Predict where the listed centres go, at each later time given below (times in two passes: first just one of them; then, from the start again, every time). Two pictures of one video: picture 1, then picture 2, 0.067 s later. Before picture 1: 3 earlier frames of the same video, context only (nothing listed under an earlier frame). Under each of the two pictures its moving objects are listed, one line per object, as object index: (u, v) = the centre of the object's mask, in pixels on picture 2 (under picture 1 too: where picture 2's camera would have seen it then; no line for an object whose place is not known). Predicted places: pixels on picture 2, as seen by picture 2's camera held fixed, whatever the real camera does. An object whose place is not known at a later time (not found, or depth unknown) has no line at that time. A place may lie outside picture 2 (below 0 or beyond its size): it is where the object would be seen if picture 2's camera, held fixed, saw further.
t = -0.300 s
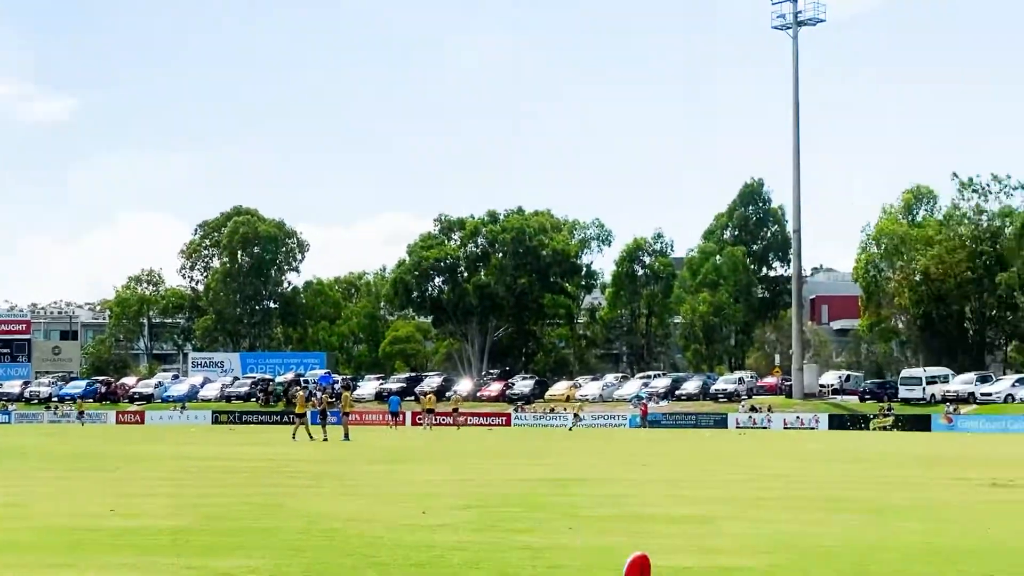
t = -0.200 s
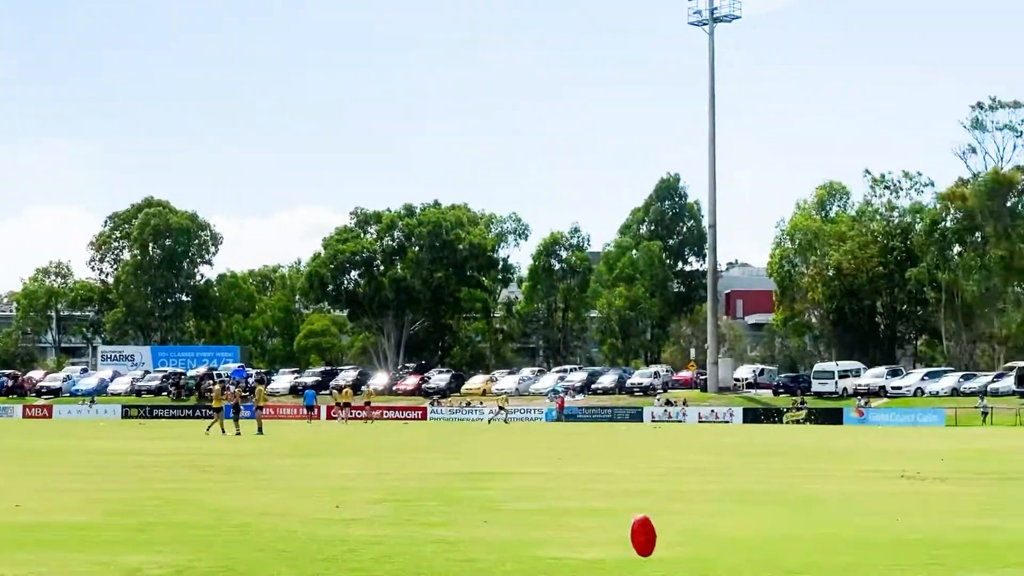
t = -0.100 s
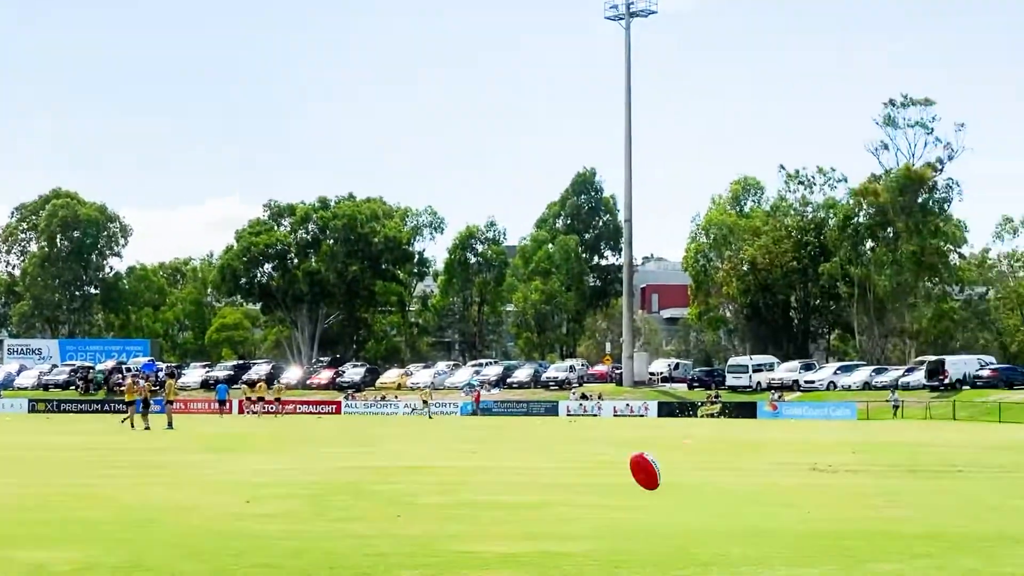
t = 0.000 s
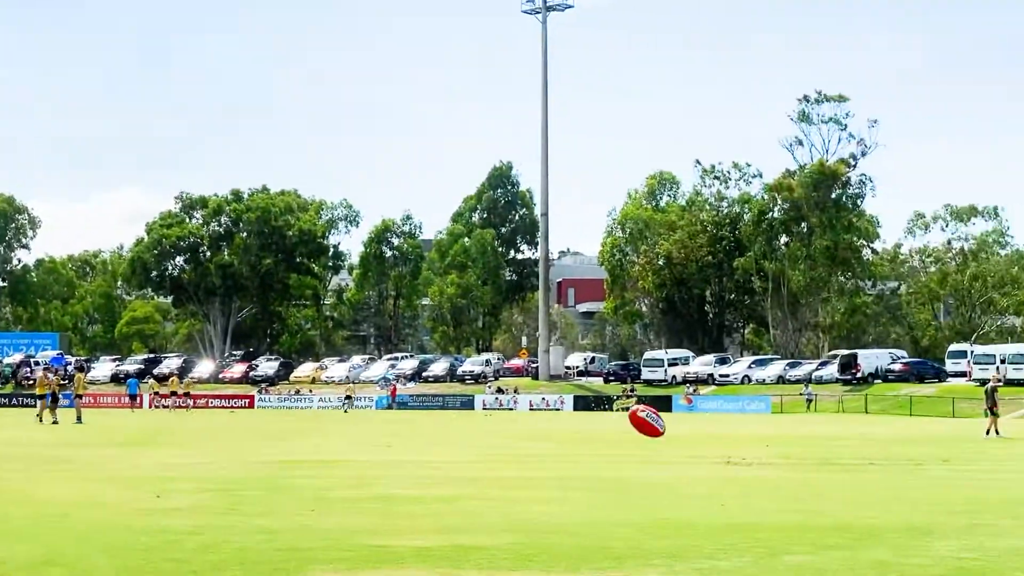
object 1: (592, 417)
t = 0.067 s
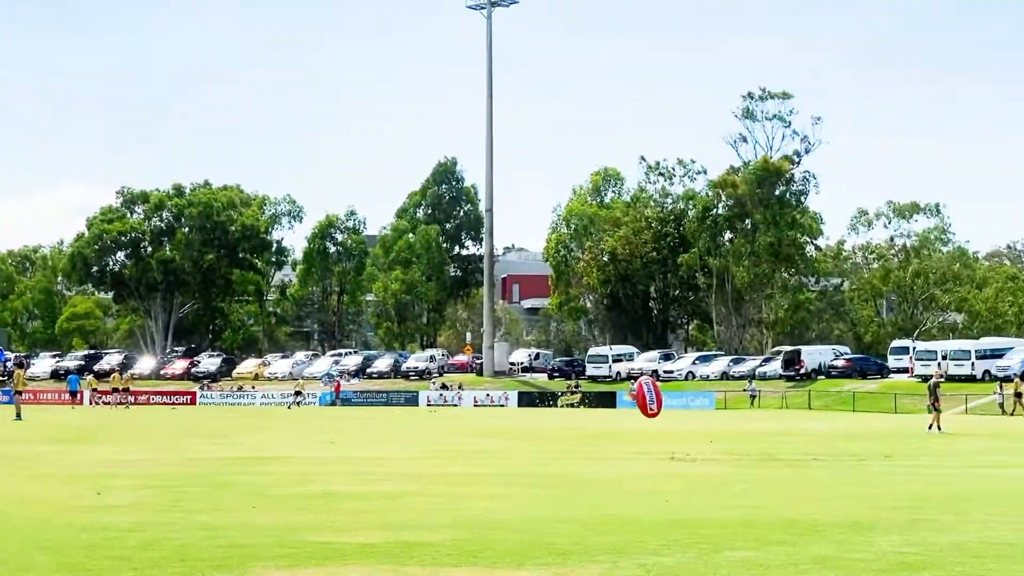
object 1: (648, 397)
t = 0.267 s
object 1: (816, 376)
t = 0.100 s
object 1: (676, 390)
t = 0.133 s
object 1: (704, 384)
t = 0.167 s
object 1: (733, 380)
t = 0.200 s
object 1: (761, 378)
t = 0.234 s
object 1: (788, 376)
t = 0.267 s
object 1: (816, 376)
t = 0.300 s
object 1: (844, 379)
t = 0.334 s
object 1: (870, 382)
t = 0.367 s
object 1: (900, 388)
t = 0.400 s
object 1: (926, 395)
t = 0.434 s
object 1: (954, 403)
